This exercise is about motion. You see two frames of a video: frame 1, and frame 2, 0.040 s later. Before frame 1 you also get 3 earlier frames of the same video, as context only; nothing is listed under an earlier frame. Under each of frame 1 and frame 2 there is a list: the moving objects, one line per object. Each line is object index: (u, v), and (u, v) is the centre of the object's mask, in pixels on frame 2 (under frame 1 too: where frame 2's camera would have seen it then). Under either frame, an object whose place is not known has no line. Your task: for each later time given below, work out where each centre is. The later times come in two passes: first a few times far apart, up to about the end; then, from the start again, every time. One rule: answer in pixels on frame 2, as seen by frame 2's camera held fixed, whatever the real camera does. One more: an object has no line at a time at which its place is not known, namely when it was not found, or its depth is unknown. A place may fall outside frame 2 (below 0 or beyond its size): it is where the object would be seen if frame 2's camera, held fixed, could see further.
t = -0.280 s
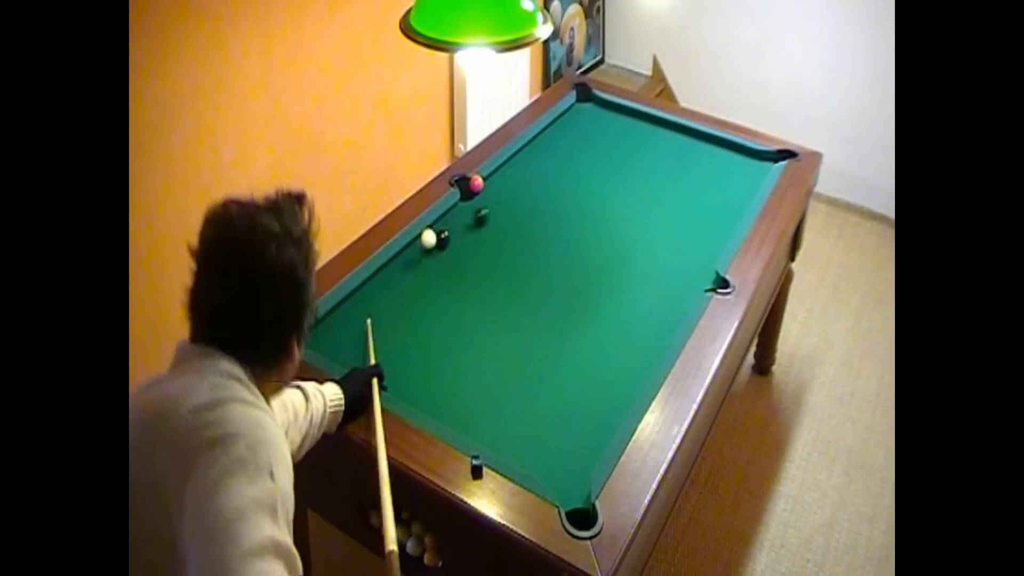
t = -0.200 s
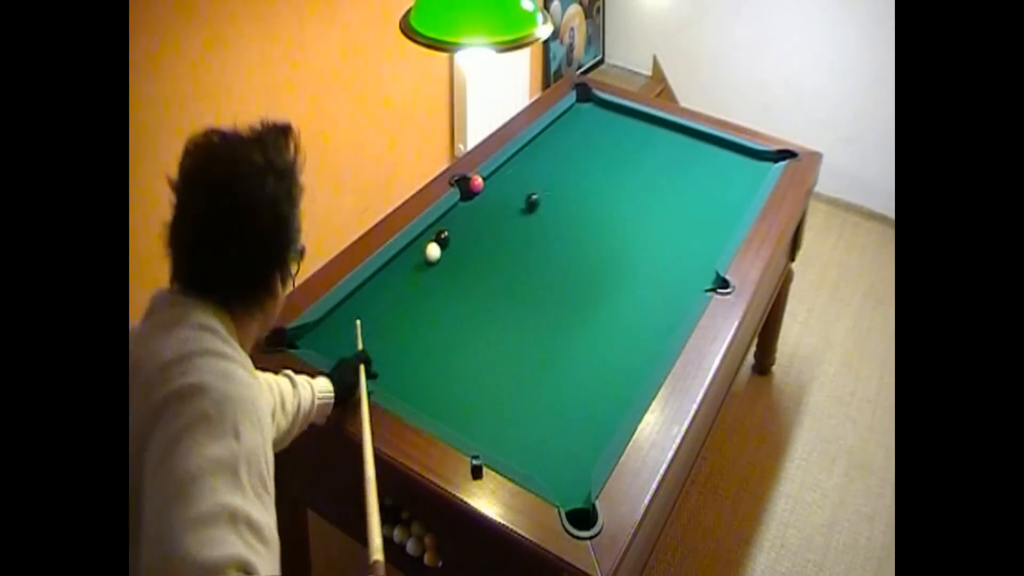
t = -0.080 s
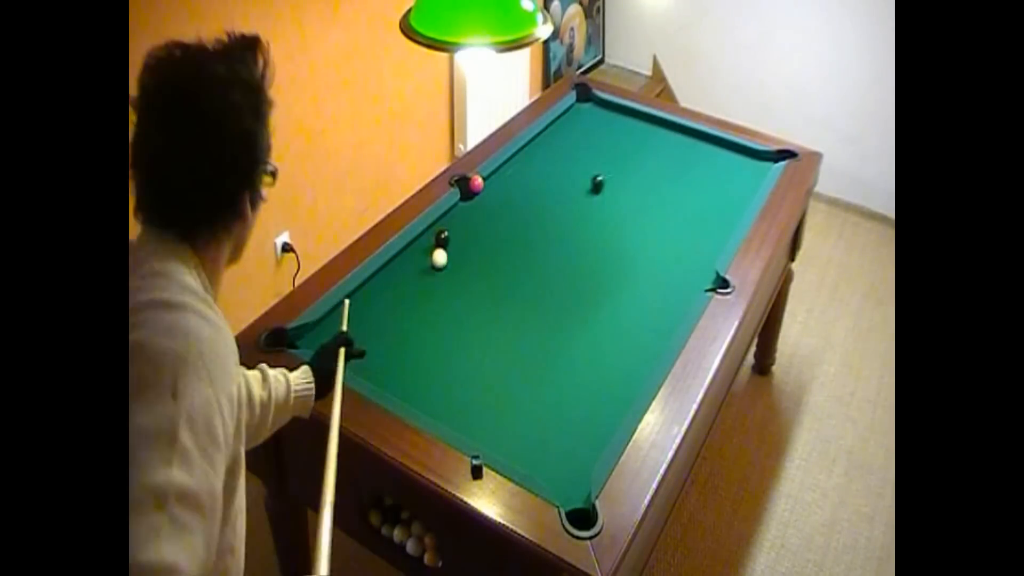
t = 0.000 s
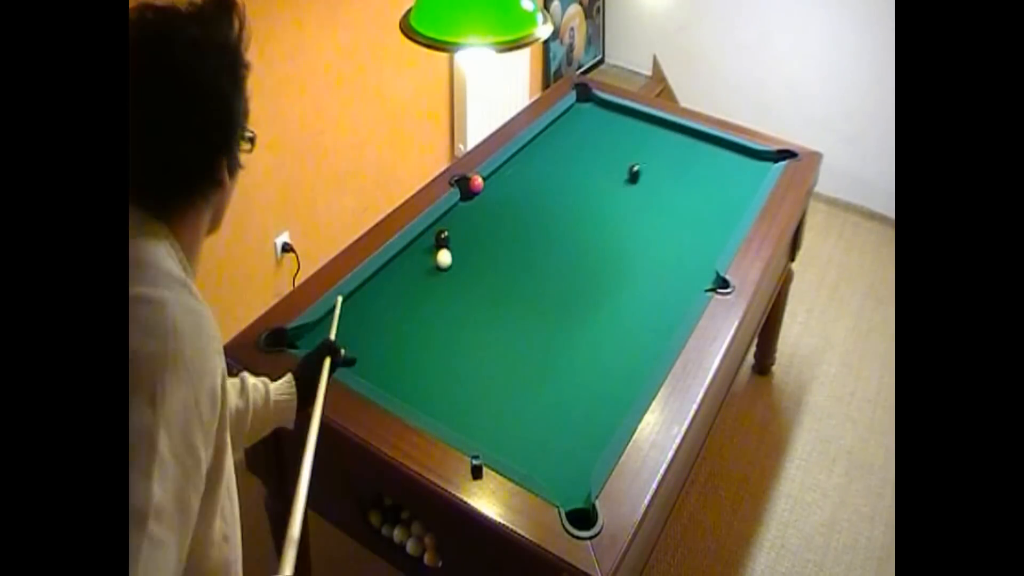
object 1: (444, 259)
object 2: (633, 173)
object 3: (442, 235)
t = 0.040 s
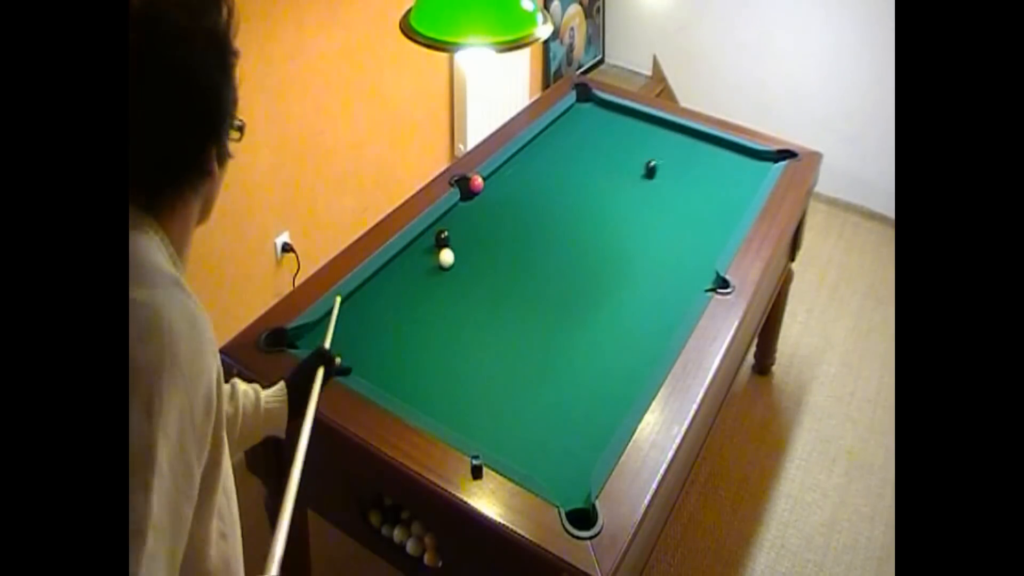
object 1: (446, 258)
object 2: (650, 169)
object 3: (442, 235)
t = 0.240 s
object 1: (458, 243)
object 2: (726, 149)
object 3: (442, 237)
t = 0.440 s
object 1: (469, 221)
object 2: (747, 182)
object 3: (442, 238)
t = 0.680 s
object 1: (480, 197)
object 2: (673, 194)
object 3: (442, 238)
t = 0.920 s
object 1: (500, 185)
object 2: (596, 209)
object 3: (442, 239)
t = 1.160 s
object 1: (520, 177)
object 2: (514, 225)
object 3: (442, 239)
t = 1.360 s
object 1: (536, 170)
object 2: (455, 237)
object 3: (428, 242)
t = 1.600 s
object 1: (553, 163)
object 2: (435, 243)
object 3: (421, 269)
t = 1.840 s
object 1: (569, 157)
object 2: (412, 250)
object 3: (427, 301)
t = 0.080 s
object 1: (448, 256)
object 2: (666, 165)
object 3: (442, 235)
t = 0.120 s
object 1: (451, 254)
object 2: (681, 161)
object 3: (442, 235)
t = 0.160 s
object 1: (453, 251)
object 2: (697, 157)
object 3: (442, 235)
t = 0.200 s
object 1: (456, 247)
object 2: (711, 153)
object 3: (442, 236)
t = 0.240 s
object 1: (458, 243)
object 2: (726, 149)
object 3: (442, 237)
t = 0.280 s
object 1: (460, 238)
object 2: (737, 151)
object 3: (442, 237)
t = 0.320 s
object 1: (463, 234)
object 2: (745, 160)
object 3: (442, 239)
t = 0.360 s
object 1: (465, 230)
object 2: (753, 170)
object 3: (442, 239)
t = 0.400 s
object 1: (467, 225)
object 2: (759, 178)
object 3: (442, 238)
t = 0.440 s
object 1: (469, 221)
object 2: (747, 182)
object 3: (442, 238)
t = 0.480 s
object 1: (471, 217)
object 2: (734, 184)
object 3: (442, 237)
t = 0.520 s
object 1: (473, 213)
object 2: (722, 186)
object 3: (442, 237)
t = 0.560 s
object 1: (475, 209)
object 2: (710, 188)
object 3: (442, 237)
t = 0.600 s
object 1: (477, 204)
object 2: (698, 190)
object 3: (442, 237)
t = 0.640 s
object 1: (479, 201)
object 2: (686, 192)
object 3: (442, 237)
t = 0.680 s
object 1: (480, 197)
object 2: (673, 194)
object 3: (442, 238)
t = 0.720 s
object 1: (482, 194)
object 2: (661, 197)
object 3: (442, 238)
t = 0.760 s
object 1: (485, 190)
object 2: (648, 200)
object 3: (442, 239)
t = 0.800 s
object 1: (489, 189)
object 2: (635, 202)
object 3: (442, 239)
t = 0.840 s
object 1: (492, 188)
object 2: (622, 204)
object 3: (442, 239)
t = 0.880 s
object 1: (496, 186)
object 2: (609, 206)
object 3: (442, 239)
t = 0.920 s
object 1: (500, 185)
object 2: (596, 209)
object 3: (442, 239)
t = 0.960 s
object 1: (503, 184)
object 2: (583, 212)
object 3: (442, 239)
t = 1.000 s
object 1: (507, 182)
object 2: (569, 214)
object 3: (442, 239)
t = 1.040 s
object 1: (510, 181)
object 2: (556, 217)
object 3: (442, 239)
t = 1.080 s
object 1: (513, 180)
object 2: (542, 219)
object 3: (442, 238)
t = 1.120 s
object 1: (517, 178)
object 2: (528, 222)
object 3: (442, 238)
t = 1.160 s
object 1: (520, 177)
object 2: (514, 225)
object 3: (442, 239)
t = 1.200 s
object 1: (523, 175)
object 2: (500, 228)
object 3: (442, 239)
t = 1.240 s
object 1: (527, 174)
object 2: (485, 230)
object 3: (442, 239)
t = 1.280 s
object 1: (530, 173)
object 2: (471, 234)
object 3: (442, 239)
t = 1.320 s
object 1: (533, 172)
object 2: (457, 237)
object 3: (442, 239)
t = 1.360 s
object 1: (536, 170)
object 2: (455, 237)
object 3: (428, 242)
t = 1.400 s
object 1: (539, 169)
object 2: (454, 238)
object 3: (416, 244)
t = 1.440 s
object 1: (542, 168)
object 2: (451, 239)
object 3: (417, 249)
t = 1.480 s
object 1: (545, 166)
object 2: (447, 240)
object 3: (418, 254)
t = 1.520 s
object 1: (548, 165)
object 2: (443, 241)
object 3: (419, 259)
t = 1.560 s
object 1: (550, 164)
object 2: (439, 242)
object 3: (420, 264)
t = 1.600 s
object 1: (553, 163)
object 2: (435, 243)
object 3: (421, 269)
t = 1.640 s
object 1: (556, 162)
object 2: (431, 244)
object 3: (422, 274)
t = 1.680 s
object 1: (559, 161)
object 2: (428, 245)
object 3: (423, 280)
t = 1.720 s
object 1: (561, 159)
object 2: (424, 246)
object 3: (424, 285)
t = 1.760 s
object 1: (564, 159)
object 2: (420, 247)
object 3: (425, 291)
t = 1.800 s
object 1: (566, 158)
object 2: (416, 249)
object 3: (426, 296)
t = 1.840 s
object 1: (569, 157)
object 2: (412, 250)
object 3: (427, 301)
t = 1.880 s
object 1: (571, 156)
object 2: (409, 251)
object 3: (429, 306)
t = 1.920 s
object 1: (574, 155)
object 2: (408, 252)
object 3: (430, 313)
